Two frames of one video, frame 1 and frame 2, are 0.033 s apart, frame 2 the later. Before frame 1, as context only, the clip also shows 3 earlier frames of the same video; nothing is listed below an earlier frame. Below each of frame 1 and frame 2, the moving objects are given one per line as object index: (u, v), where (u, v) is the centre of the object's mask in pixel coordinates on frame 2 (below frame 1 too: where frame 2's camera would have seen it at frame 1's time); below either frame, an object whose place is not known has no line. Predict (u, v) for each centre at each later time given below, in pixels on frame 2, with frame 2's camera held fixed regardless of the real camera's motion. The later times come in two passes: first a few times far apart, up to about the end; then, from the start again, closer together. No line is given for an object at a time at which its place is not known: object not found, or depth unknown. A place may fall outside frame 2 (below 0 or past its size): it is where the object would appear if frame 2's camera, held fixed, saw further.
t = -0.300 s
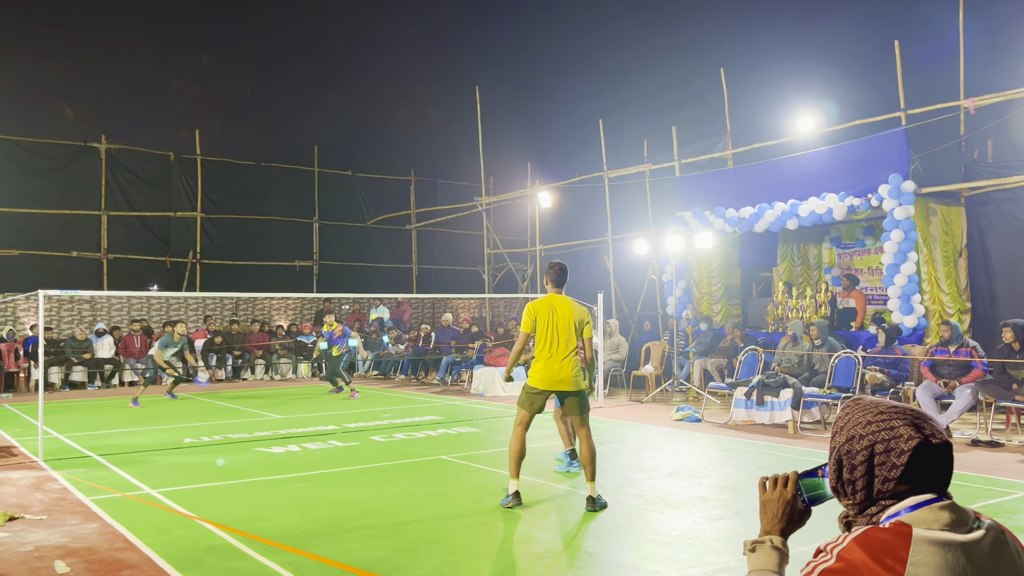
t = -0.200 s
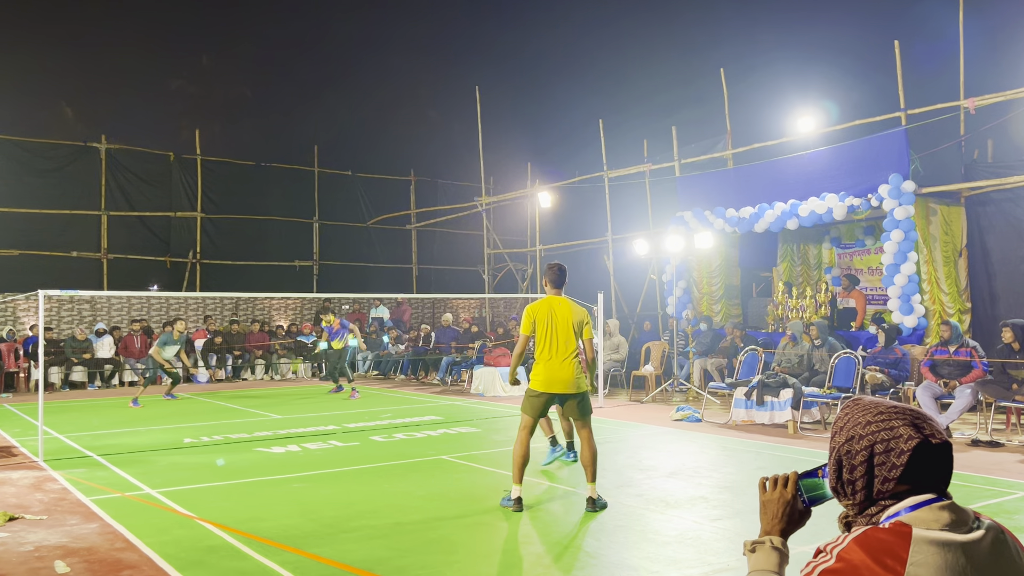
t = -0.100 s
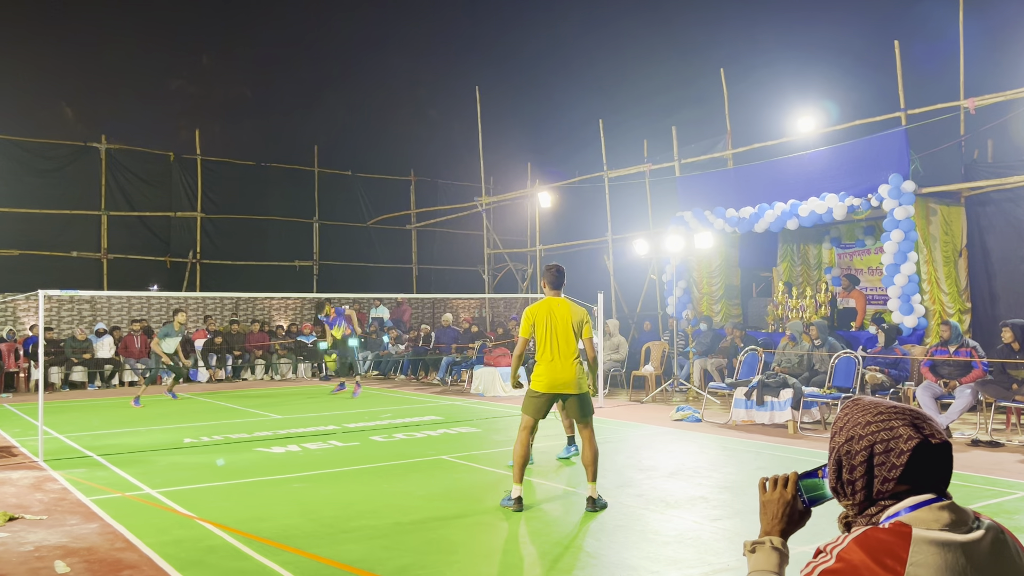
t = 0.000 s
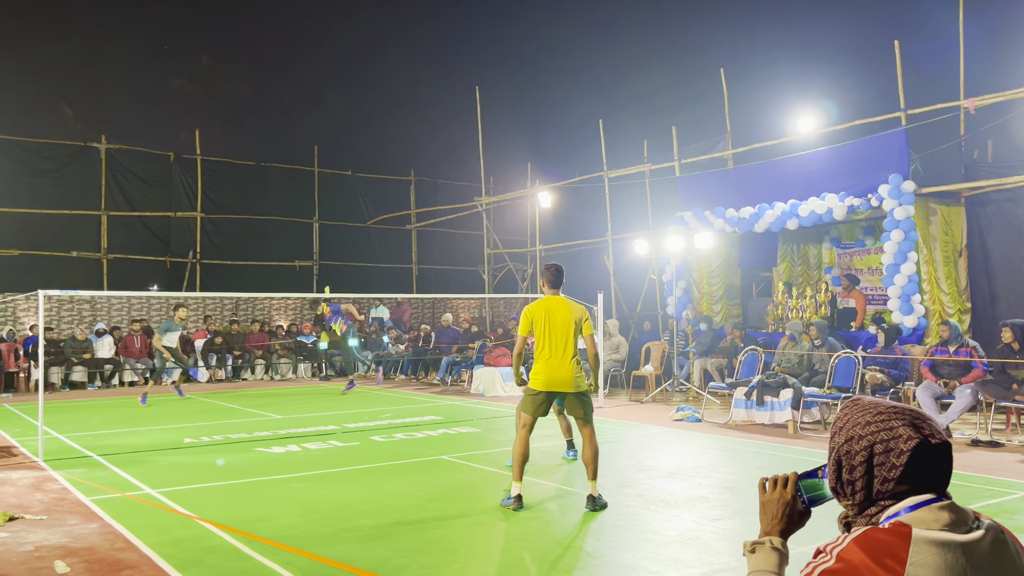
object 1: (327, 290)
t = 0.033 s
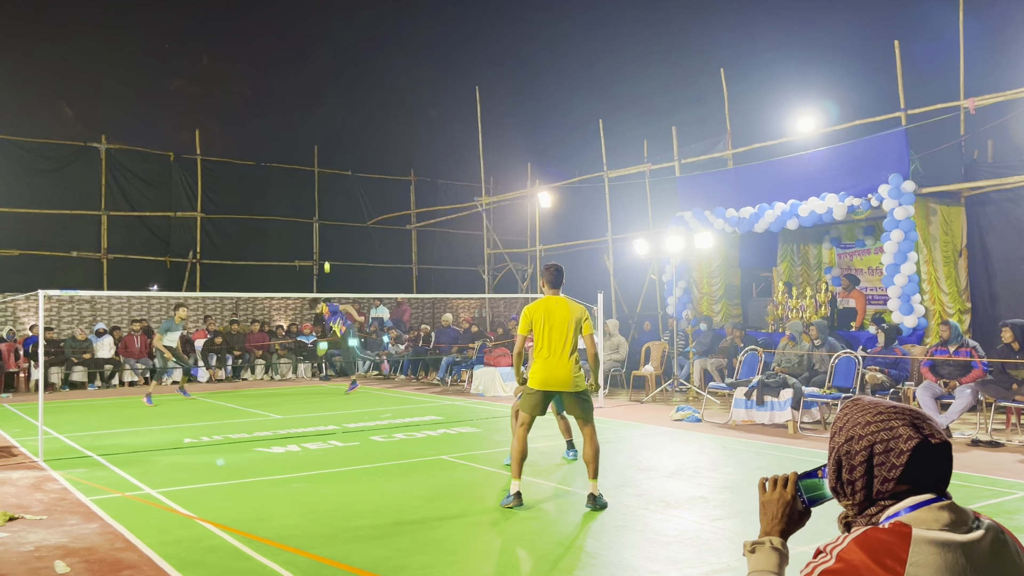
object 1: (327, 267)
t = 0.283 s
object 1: (319, 136)
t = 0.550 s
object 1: (308, 73)
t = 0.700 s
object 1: (300, 71)
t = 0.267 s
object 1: (319, 142)
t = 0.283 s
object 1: (319, 136)
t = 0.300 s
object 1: (318, 130)
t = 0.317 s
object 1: (318, 124)
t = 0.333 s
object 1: (317, 119)
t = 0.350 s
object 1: (317, 114)
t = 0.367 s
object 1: (316, 108)
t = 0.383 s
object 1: (316, 104)
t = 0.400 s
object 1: (315, 100)
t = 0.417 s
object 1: (314, 95)
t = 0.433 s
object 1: (314, 91)
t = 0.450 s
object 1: (313, 88)
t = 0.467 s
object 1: (312, 84)
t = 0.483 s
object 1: (312, 82)
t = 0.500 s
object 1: (311, 79)
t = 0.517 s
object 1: (310, 77)
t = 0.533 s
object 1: (309, 74)
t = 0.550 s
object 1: (308, 73)
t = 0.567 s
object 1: (307, 71)
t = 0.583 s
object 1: (307, 70)
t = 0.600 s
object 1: (306, 69)
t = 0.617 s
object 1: (305, 69)
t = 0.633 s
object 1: (304, 69)
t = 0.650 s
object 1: (303, 69)
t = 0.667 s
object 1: (302, 70)
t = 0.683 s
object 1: (301, 70)
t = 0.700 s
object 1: (300, 71)
